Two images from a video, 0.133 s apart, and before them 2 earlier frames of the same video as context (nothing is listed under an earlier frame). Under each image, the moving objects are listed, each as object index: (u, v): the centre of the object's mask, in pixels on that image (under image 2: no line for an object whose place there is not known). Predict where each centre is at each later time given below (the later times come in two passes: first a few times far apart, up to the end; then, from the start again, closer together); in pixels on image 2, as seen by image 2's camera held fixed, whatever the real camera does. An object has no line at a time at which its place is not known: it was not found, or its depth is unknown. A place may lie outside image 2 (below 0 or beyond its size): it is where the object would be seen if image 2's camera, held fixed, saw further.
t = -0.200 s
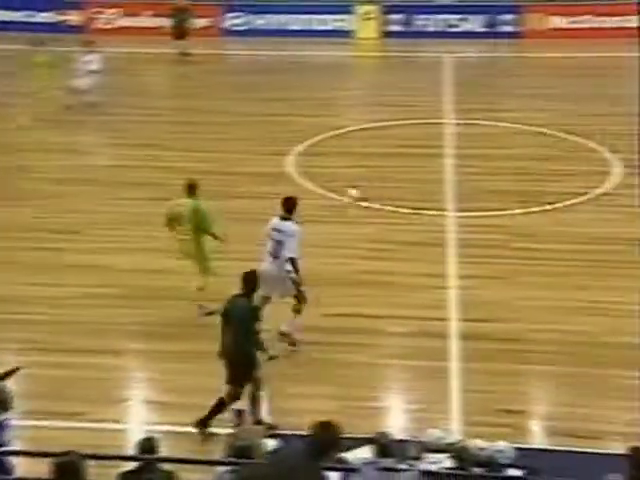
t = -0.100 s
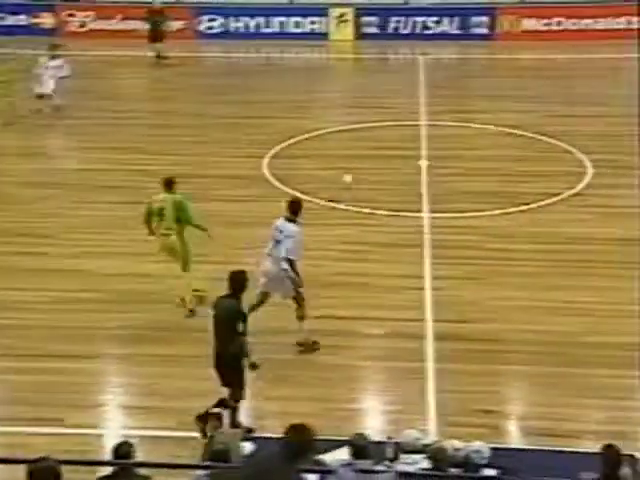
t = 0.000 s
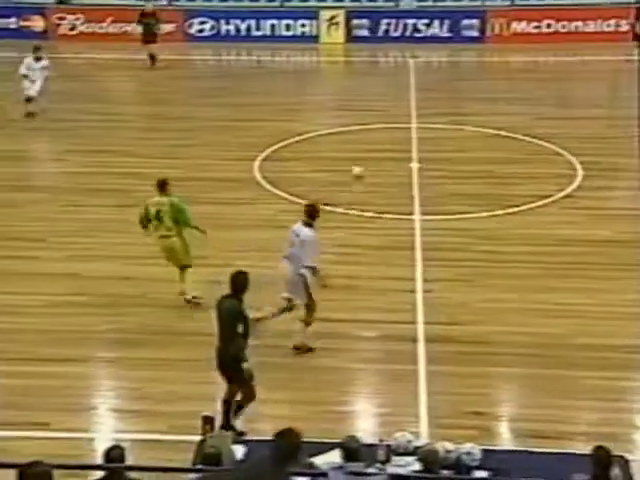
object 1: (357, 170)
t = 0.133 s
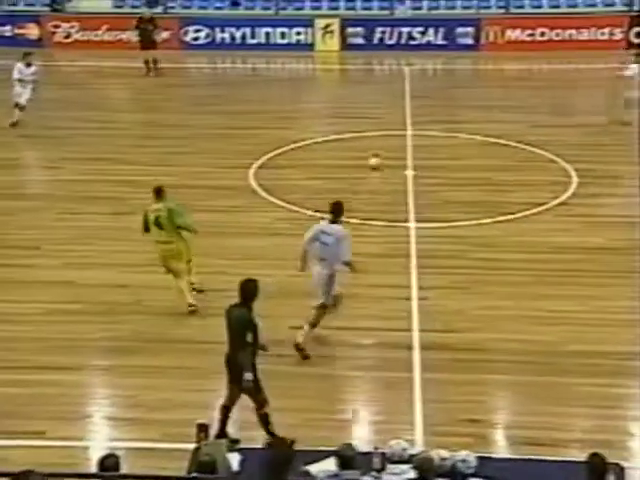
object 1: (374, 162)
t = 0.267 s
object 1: (395, 145)
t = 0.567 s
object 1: (431, 117)
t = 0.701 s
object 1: (446, 108)
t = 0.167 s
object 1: (378, 159)
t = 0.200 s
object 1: (384, 154)
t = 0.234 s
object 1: (391, 150)
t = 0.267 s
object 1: (395, 145)
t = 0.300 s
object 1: (398, 143)
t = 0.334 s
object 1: (402, 141)
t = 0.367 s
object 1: (406, 136)
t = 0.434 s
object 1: (417, 129)
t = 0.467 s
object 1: (419, 127)
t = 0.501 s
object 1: (422, 125)
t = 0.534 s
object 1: (429, 121)
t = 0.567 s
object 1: (431, 117)
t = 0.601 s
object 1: (433, 116)
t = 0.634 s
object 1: (438, 114)
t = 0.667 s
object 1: (442, 112)
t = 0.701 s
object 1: (446, 108)
